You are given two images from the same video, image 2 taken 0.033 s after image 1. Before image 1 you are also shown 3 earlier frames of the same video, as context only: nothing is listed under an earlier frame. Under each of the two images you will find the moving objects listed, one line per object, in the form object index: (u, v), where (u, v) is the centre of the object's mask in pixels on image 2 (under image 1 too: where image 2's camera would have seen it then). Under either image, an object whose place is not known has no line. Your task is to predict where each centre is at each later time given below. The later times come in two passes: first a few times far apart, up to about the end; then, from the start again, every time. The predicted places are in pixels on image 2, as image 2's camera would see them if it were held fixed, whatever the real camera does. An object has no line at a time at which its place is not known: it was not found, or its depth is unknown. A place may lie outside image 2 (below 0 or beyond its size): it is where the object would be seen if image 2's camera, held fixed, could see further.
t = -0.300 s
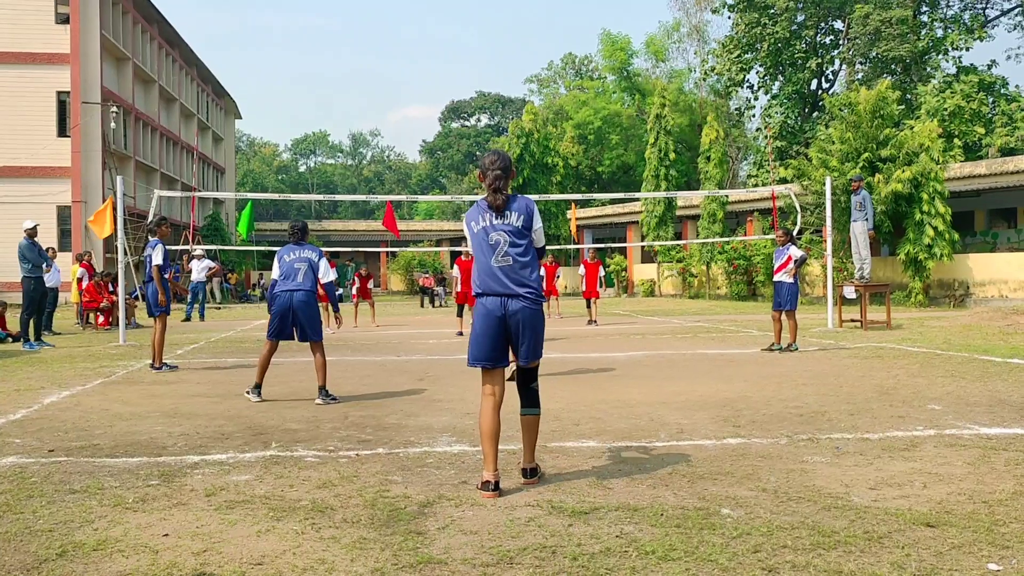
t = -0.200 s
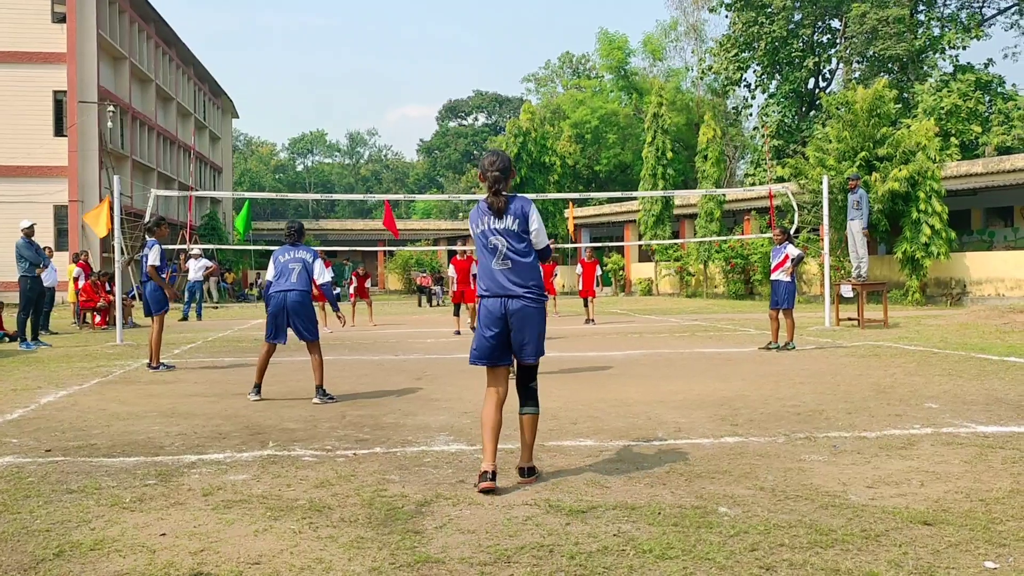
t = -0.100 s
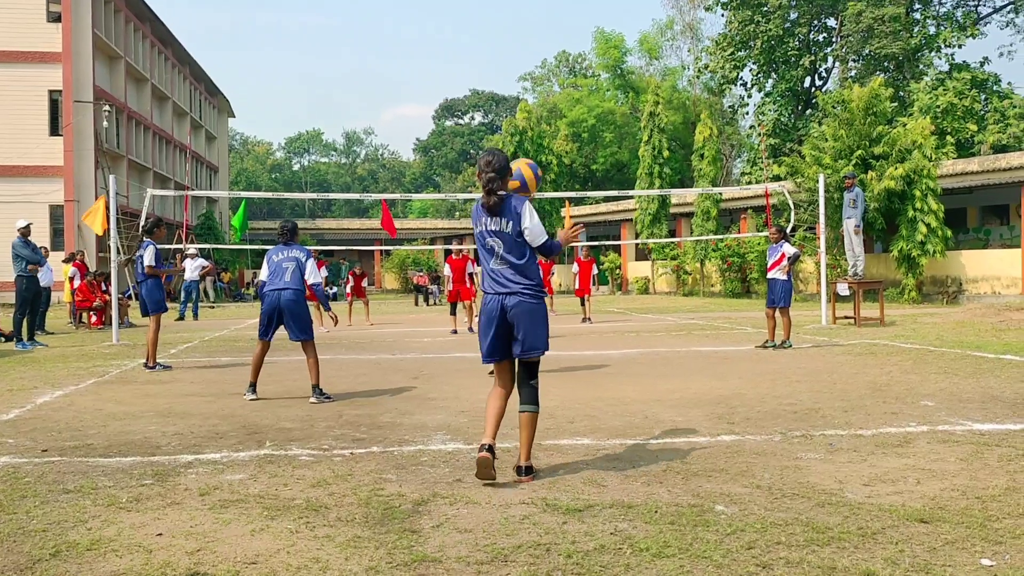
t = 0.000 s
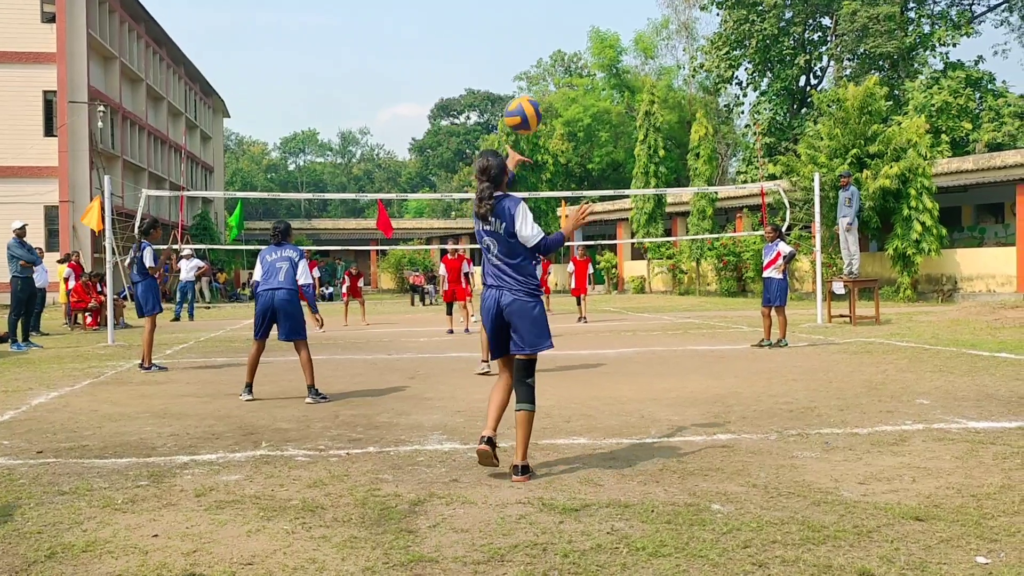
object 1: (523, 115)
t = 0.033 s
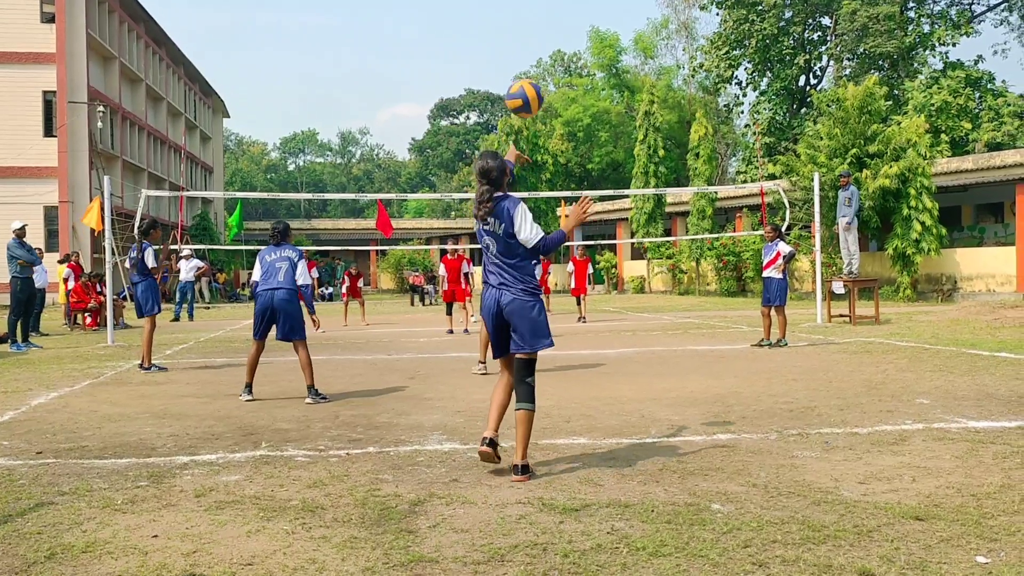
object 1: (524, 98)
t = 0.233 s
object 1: (535, 37)
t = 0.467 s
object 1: (547, 56)
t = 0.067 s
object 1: (526, 83)
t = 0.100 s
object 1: (528, 70)
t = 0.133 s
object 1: (529, 59)
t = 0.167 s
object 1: (531, 50)
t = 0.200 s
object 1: (533, 43)
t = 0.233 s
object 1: (535, 37)
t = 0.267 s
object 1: (536, 34)
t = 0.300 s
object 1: (538, 33)
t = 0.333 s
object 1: (540, 34)
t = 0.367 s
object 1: (542, 36)
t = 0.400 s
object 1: (543, 41)
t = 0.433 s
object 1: (545, 47)
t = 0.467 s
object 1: (547, 56)
